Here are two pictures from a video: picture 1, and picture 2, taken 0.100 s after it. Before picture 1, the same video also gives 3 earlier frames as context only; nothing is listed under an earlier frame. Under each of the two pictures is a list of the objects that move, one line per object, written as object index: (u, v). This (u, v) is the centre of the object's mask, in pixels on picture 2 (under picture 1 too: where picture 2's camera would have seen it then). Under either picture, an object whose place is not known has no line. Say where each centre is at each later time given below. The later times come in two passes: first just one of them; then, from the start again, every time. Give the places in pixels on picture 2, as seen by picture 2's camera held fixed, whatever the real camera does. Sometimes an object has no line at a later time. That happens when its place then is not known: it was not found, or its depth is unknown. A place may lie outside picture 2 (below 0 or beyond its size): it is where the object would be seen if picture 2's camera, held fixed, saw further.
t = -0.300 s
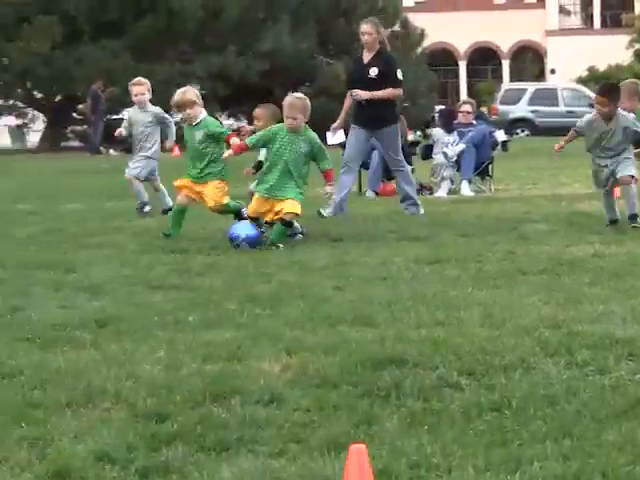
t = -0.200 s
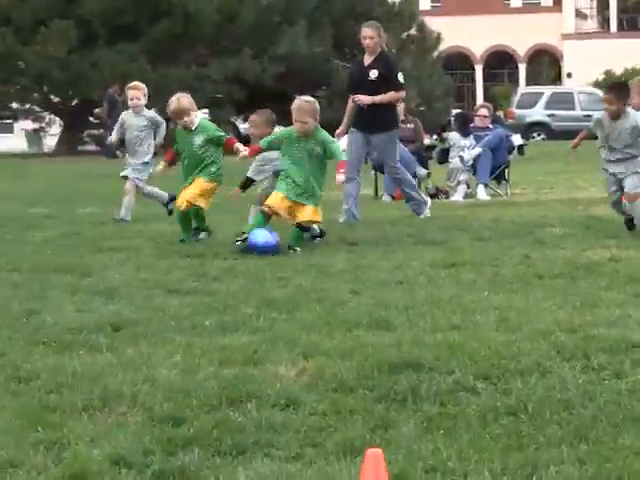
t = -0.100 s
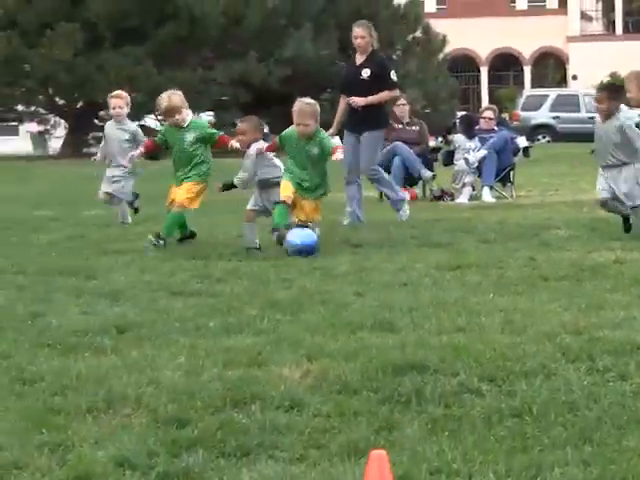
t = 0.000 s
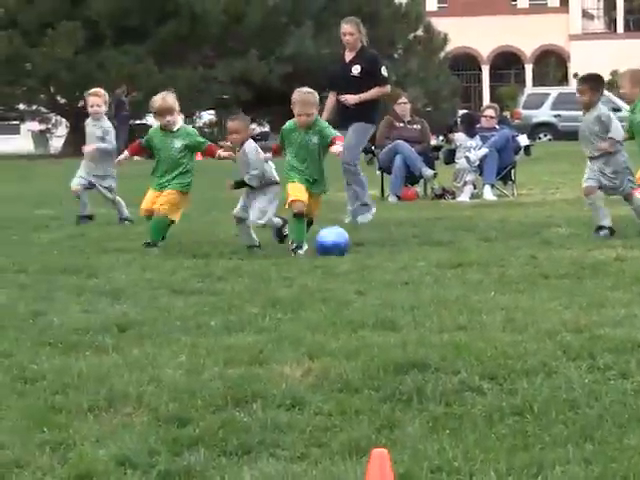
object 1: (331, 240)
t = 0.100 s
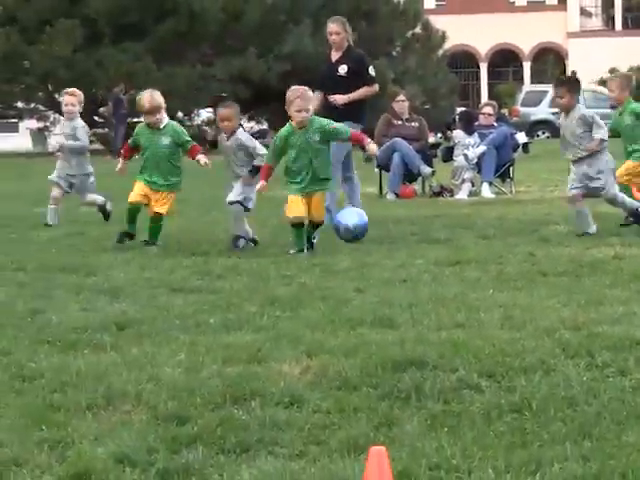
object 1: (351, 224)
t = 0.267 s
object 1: (386, 236)
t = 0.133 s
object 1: (358, 223)
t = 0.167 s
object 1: (364, 223)
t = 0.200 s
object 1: (371, 225)
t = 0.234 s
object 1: (378, 230)
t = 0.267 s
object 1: (386, 236)
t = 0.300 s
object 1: (393, 243)
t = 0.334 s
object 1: (400, 247)
